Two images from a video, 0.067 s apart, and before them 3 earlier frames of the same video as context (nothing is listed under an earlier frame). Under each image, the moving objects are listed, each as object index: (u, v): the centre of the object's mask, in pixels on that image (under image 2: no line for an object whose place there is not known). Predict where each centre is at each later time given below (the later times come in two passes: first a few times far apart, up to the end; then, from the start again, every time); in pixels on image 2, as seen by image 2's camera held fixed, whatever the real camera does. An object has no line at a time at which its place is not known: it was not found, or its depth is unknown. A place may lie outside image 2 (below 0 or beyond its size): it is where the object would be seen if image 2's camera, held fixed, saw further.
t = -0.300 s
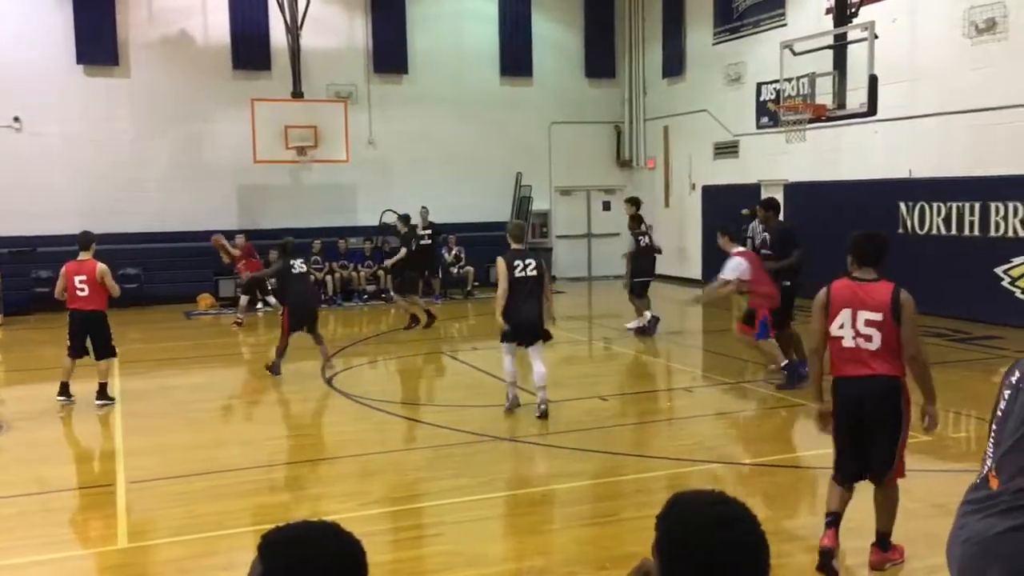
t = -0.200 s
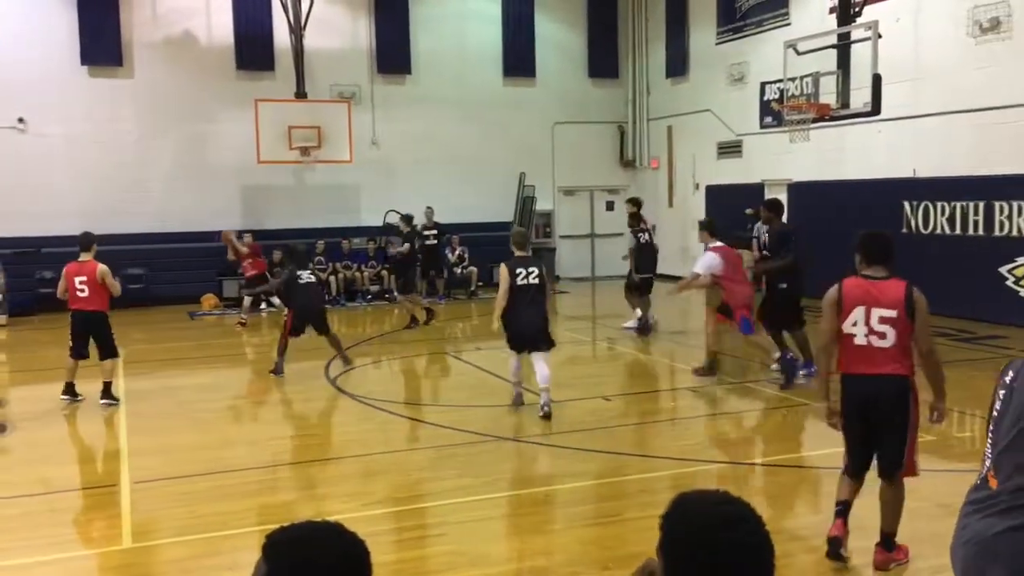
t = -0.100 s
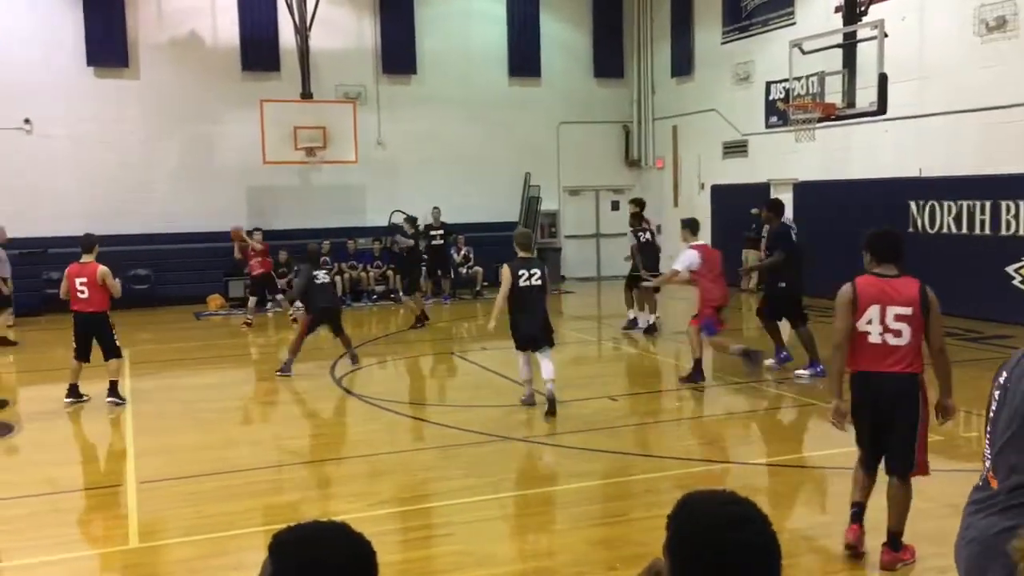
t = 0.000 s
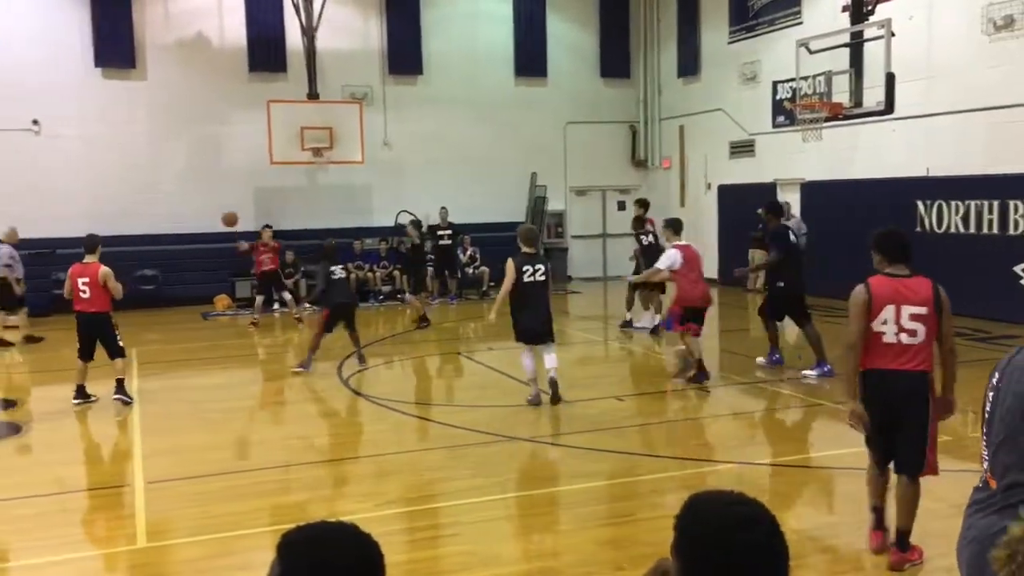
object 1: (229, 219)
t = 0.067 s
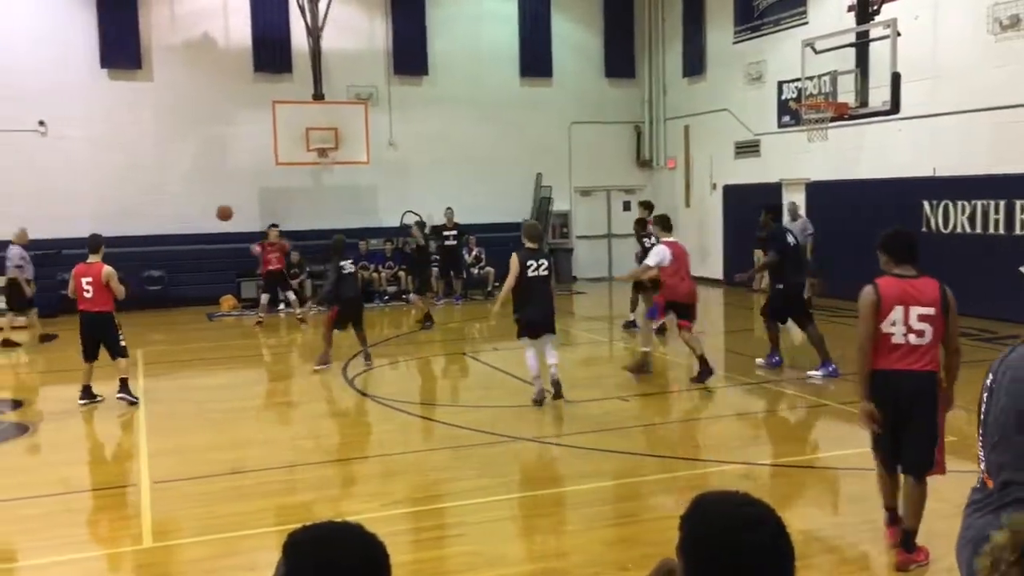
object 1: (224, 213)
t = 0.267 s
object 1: (187, 206)
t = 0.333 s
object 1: (173, 211)
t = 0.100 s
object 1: (218, 209)
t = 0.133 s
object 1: (212, 207)
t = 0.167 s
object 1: (206, 206)
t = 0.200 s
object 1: (200, 205)
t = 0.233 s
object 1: (194, 205)
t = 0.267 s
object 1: (187, 206)
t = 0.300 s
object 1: (180, 208)
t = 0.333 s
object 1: (173, 211)
